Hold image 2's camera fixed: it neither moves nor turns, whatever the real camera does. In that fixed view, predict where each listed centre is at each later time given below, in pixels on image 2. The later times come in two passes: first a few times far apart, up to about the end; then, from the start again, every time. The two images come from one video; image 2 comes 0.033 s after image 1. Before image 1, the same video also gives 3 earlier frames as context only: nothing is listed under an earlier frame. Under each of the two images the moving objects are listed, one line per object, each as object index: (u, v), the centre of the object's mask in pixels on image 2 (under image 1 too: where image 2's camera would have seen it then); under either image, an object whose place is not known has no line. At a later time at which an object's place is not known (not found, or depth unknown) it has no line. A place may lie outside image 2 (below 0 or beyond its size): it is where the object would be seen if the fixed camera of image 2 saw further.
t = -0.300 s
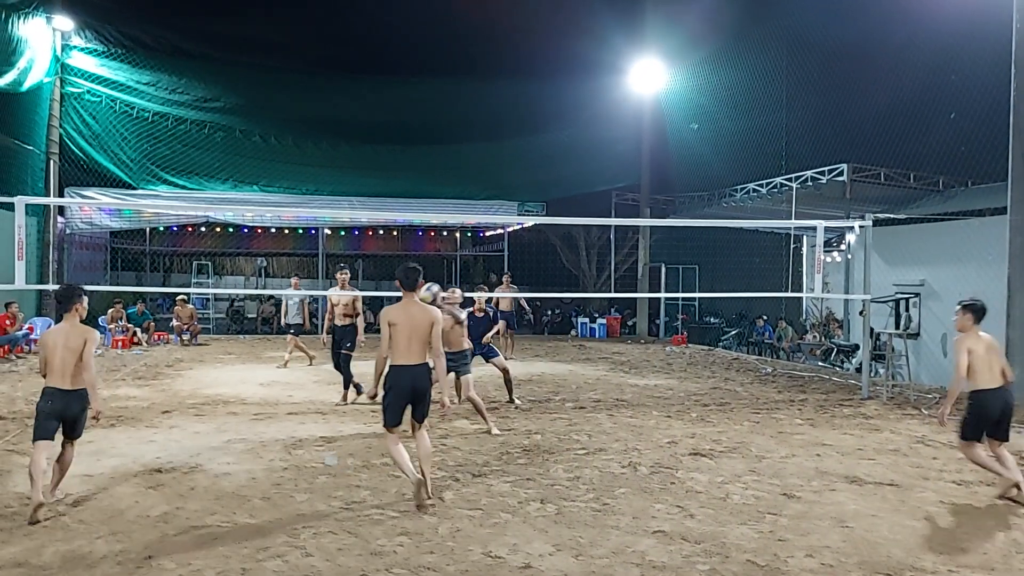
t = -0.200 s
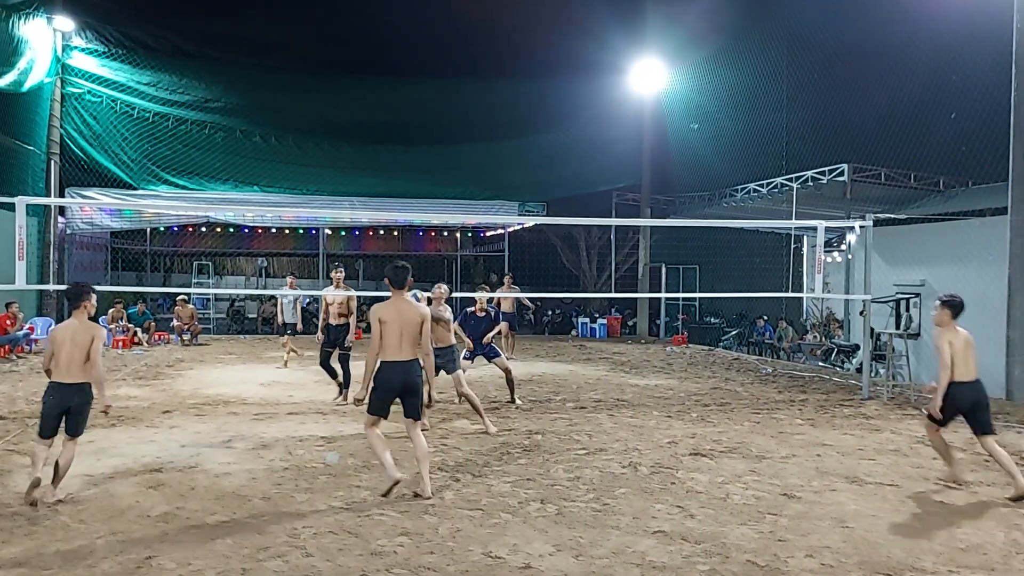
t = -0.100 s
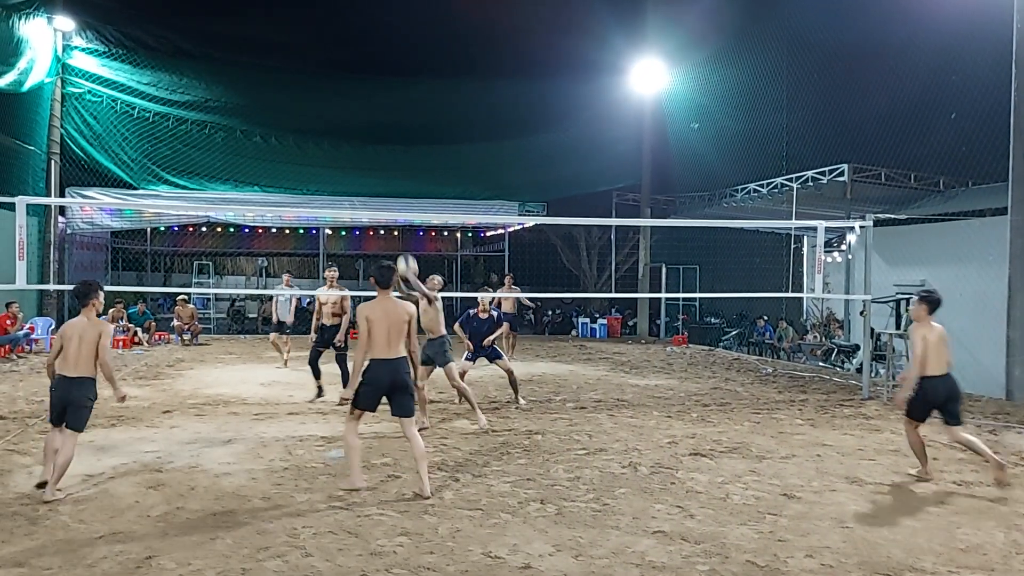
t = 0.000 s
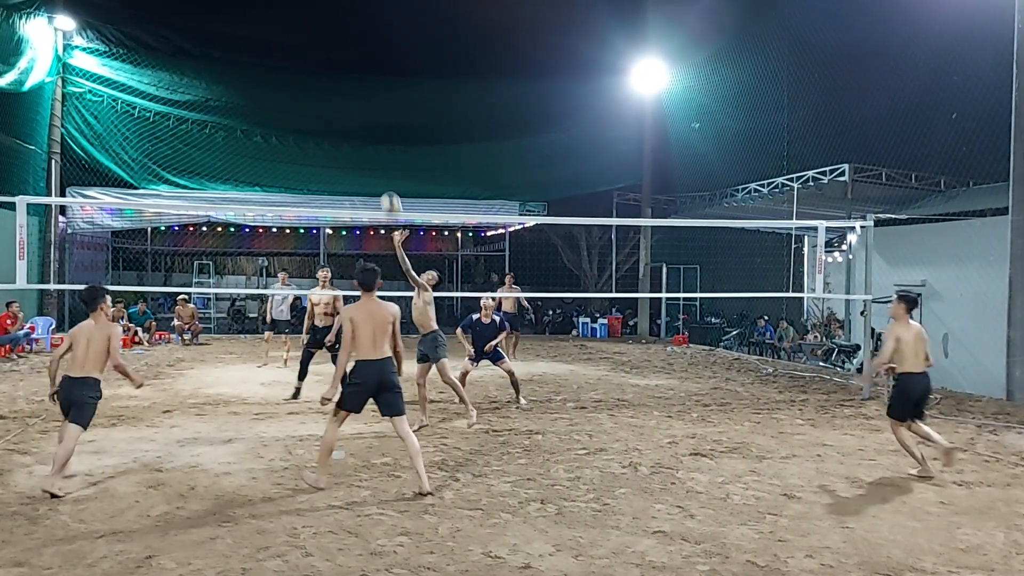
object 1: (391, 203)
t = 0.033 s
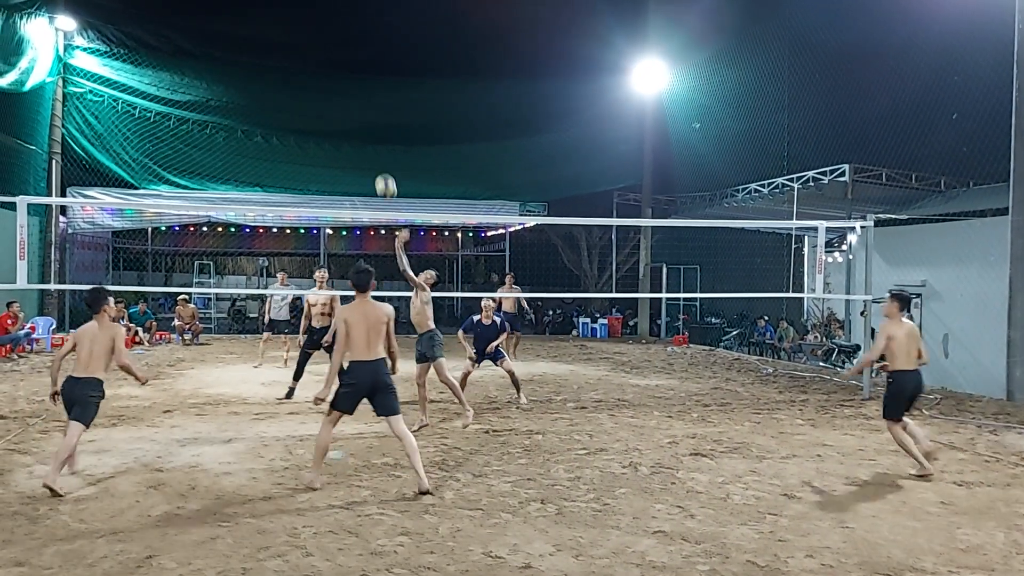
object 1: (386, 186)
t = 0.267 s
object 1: (344, 82)
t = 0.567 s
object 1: (290, 24)
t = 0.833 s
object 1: (244, 42)
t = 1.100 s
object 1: (202, 128)
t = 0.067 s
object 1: (380, 169)
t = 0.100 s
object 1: (374, 151)
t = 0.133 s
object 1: (368, 135)
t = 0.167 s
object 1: (362, 121)
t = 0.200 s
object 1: (356, 107)
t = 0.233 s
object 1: (350, 94)
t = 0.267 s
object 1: (344, 82)
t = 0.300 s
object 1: (338, 72)
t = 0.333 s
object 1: (332, 61)
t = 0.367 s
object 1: (325, 53)
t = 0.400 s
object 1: (319, 46)
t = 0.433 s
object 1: (313, 39)
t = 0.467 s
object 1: (308, 34)
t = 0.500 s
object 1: (302, 29)
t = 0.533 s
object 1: (295, 26)
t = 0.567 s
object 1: (290, 24)
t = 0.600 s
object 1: (284, 22)
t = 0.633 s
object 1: (278, 22)
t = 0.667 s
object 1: (272, 23)
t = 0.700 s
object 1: (267, 25)
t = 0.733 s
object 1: (261, 27)
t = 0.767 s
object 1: (255, 31)
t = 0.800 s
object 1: (250, 36)
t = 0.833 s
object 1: (244, 42)
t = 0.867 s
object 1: (238, 49)
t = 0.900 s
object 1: (233, 57)
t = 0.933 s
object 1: (228, 66)
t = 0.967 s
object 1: (223, 77)
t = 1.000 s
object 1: (217, 88)
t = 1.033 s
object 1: (212, 101)
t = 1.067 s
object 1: (207, 113)
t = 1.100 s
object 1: (202, 128)
